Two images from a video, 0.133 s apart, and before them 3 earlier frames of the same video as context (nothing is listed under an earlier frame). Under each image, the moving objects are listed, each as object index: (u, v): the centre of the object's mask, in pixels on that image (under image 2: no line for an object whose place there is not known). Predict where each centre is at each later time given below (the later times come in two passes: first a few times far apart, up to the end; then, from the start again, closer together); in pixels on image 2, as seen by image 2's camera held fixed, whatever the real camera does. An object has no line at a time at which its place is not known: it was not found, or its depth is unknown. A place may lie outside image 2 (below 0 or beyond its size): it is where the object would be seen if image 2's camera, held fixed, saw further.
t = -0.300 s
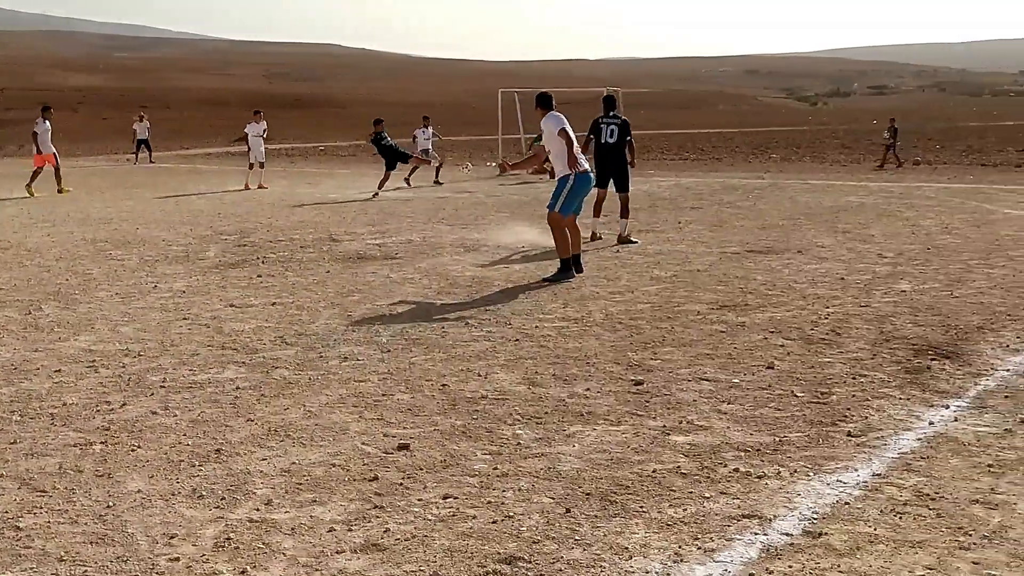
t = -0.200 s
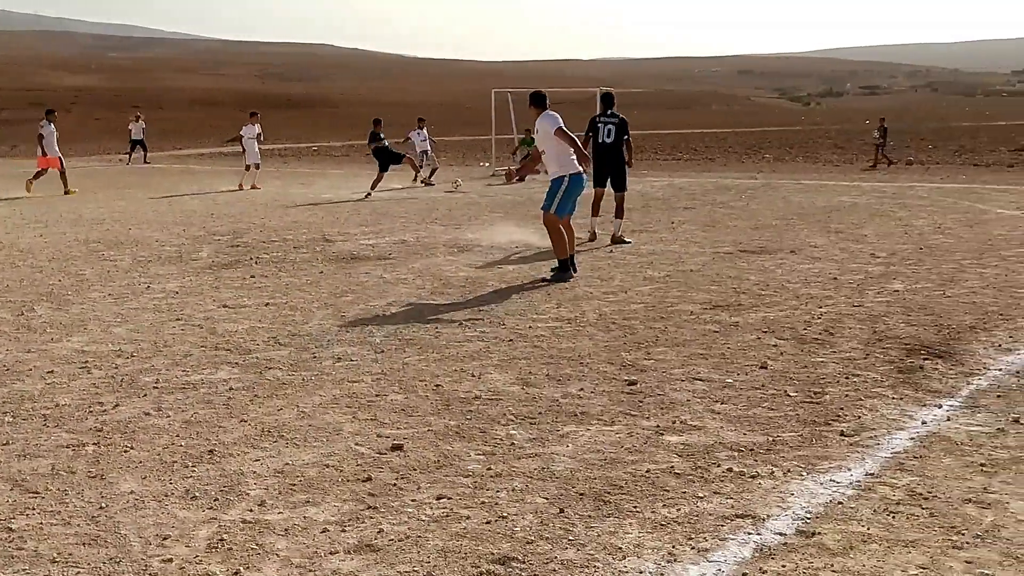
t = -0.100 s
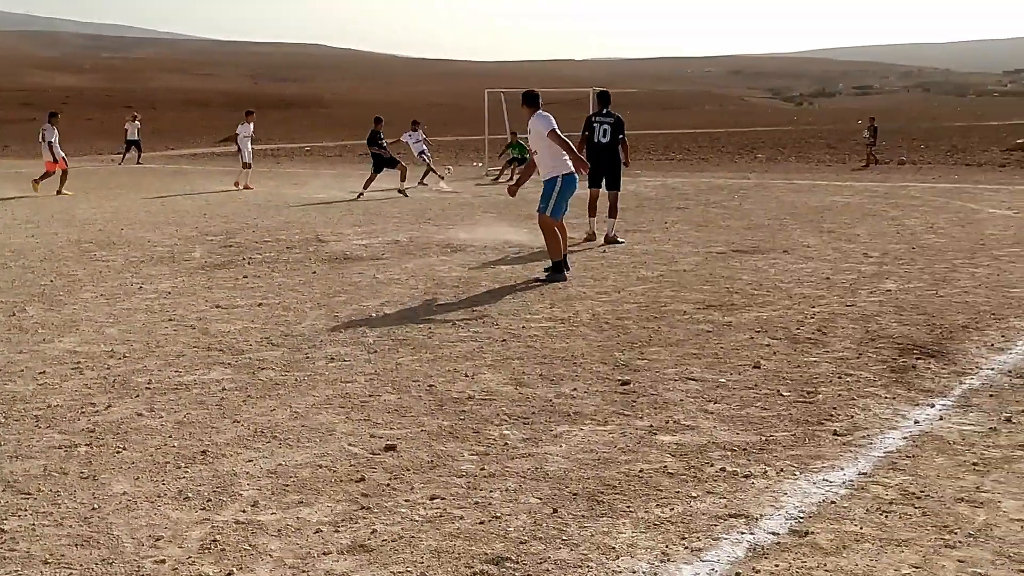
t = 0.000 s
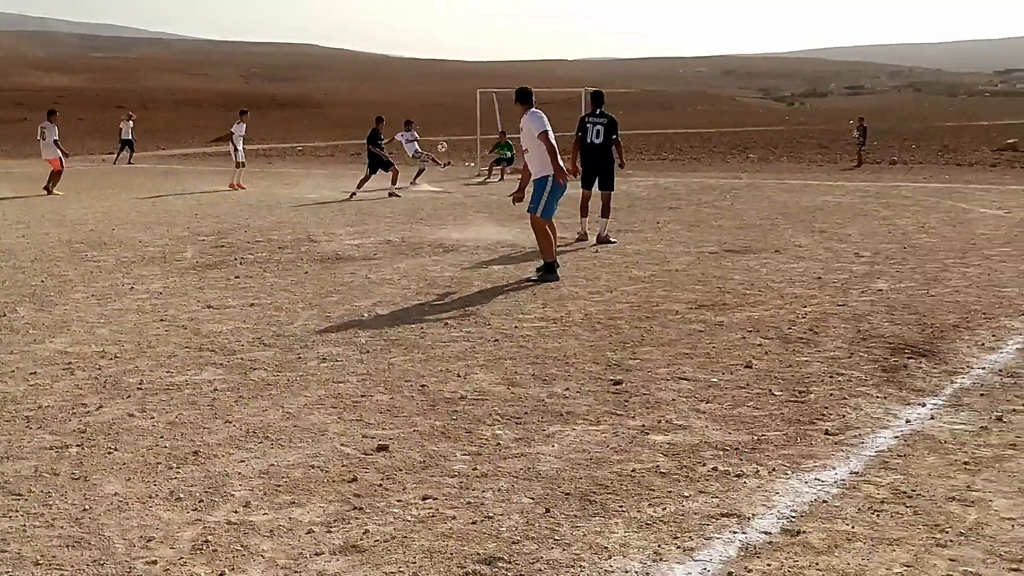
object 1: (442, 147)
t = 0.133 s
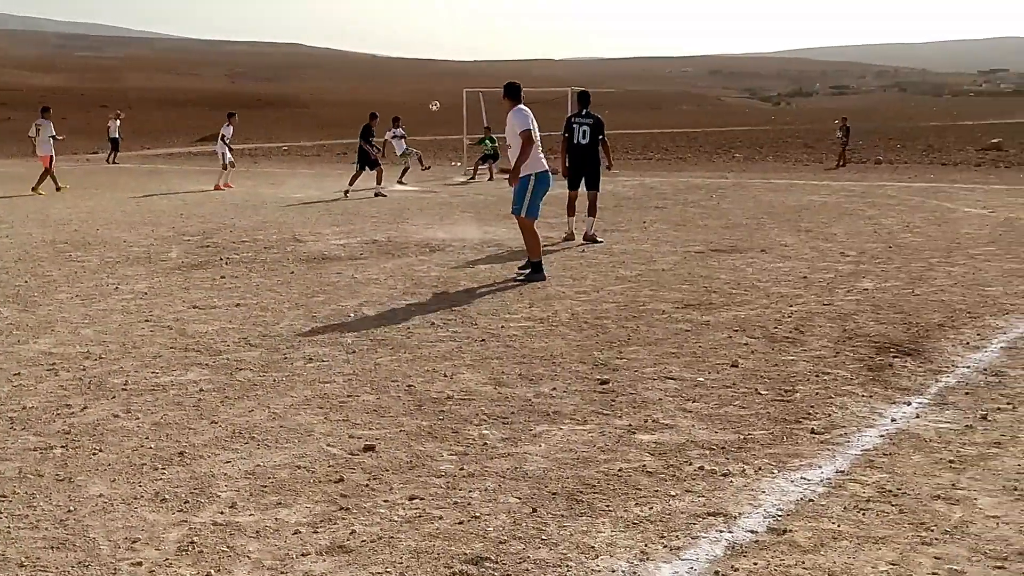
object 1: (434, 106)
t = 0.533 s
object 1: (444, 33)
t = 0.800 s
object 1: (450, 30)
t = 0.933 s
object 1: (453, 40)
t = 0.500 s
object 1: (444, 36)
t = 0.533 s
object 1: (444, 33)
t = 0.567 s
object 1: (445, 31)
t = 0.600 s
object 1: (446, 30)
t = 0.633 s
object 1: (447, 29)
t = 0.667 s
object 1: (447, 28)
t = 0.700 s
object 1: (448, 28)
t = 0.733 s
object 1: (449, 28)
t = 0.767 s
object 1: (449, 29)
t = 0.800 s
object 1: (450, 30)
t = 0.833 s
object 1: (450, 32)
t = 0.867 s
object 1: (451, 34)
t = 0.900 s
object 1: (452, 37)
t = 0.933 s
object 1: (453, 40)
